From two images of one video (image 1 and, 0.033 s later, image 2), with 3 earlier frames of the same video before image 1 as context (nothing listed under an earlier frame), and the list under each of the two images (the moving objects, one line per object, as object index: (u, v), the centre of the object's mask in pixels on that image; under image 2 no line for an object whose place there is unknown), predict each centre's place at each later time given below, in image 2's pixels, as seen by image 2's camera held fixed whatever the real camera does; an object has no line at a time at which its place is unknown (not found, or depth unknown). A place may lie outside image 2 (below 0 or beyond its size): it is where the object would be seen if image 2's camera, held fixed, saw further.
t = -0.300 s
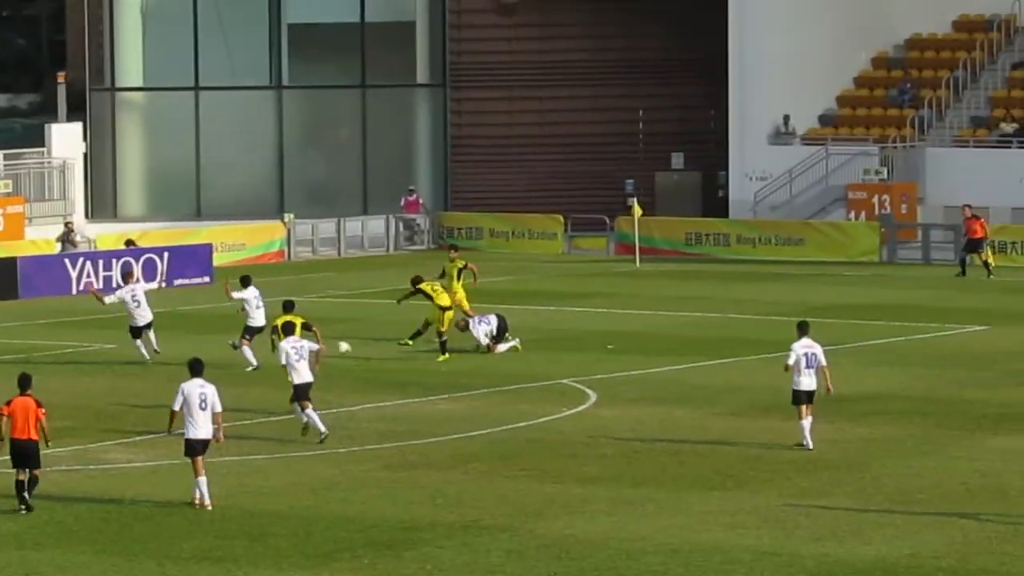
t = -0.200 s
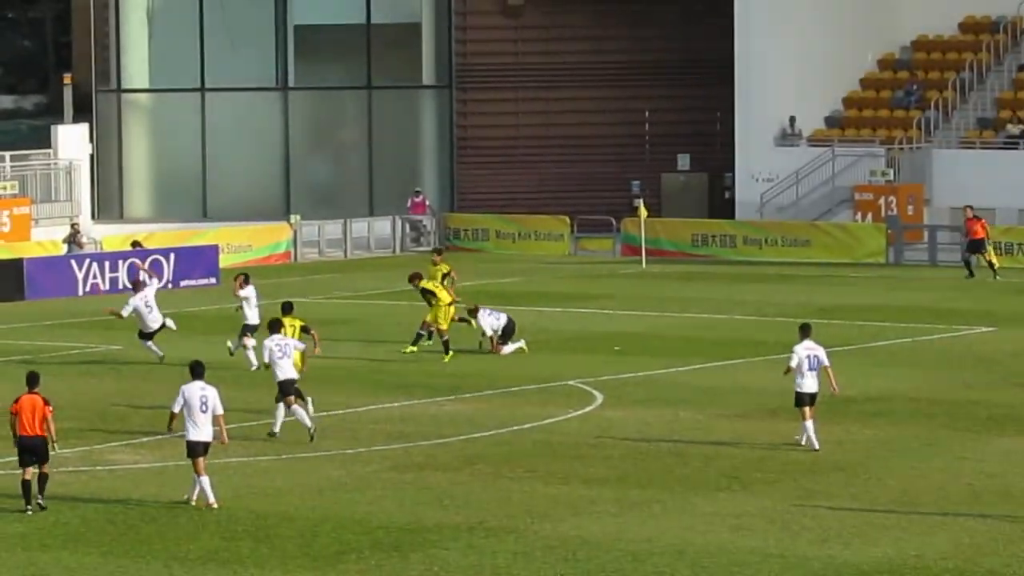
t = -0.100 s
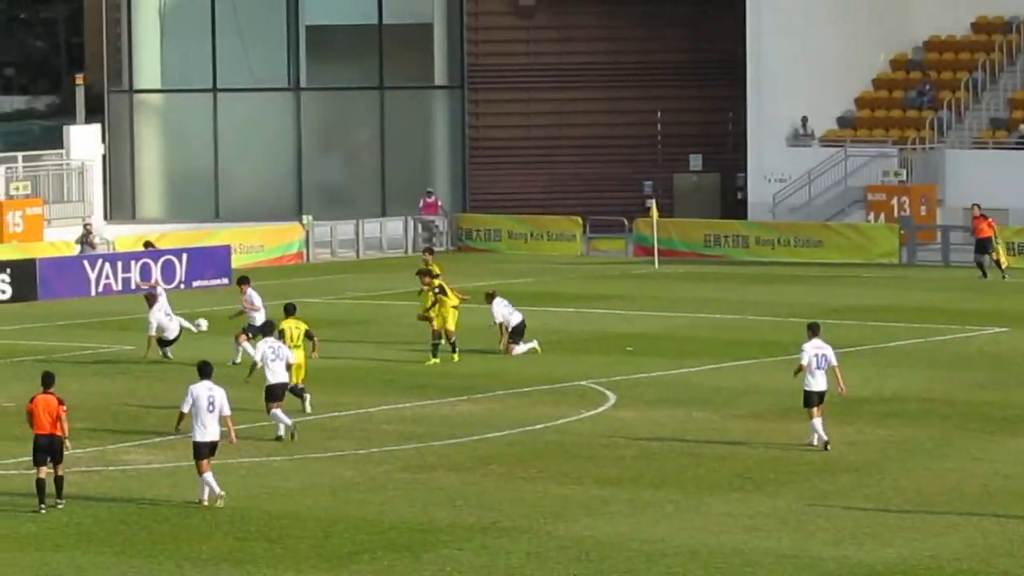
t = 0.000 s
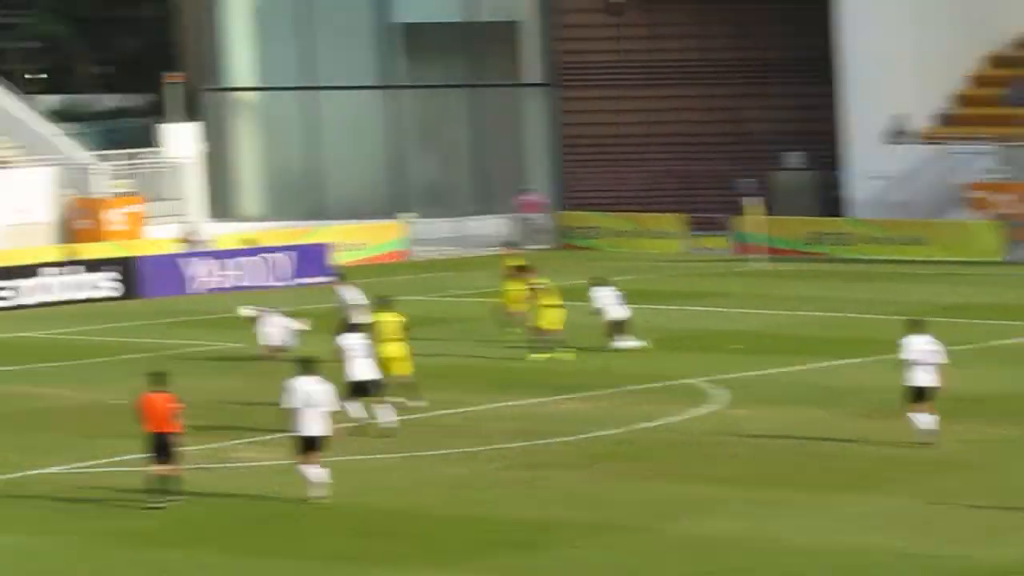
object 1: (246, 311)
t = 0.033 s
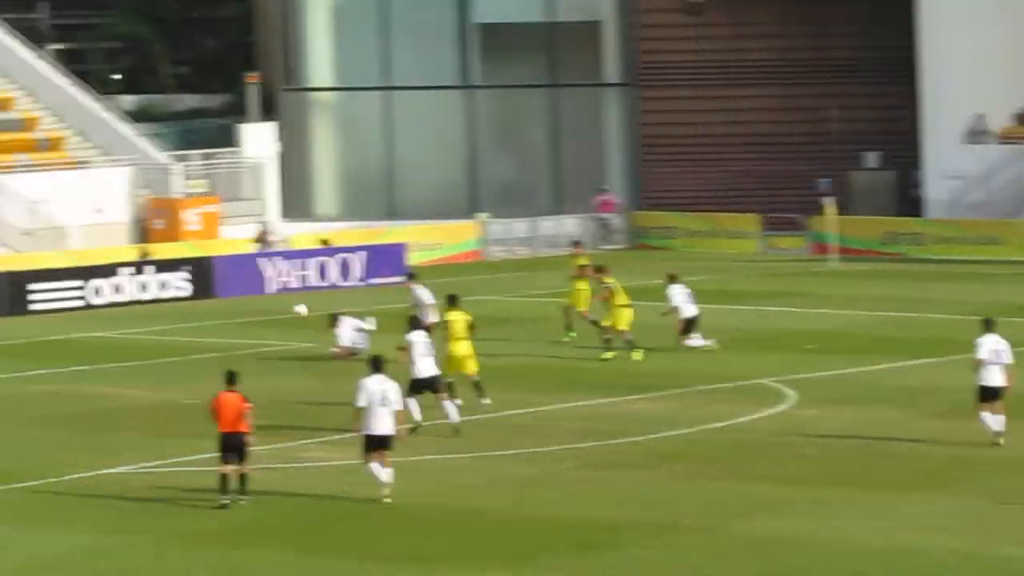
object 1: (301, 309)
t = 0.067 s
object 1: (279, 310)
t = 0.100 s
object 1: (260, 310)
